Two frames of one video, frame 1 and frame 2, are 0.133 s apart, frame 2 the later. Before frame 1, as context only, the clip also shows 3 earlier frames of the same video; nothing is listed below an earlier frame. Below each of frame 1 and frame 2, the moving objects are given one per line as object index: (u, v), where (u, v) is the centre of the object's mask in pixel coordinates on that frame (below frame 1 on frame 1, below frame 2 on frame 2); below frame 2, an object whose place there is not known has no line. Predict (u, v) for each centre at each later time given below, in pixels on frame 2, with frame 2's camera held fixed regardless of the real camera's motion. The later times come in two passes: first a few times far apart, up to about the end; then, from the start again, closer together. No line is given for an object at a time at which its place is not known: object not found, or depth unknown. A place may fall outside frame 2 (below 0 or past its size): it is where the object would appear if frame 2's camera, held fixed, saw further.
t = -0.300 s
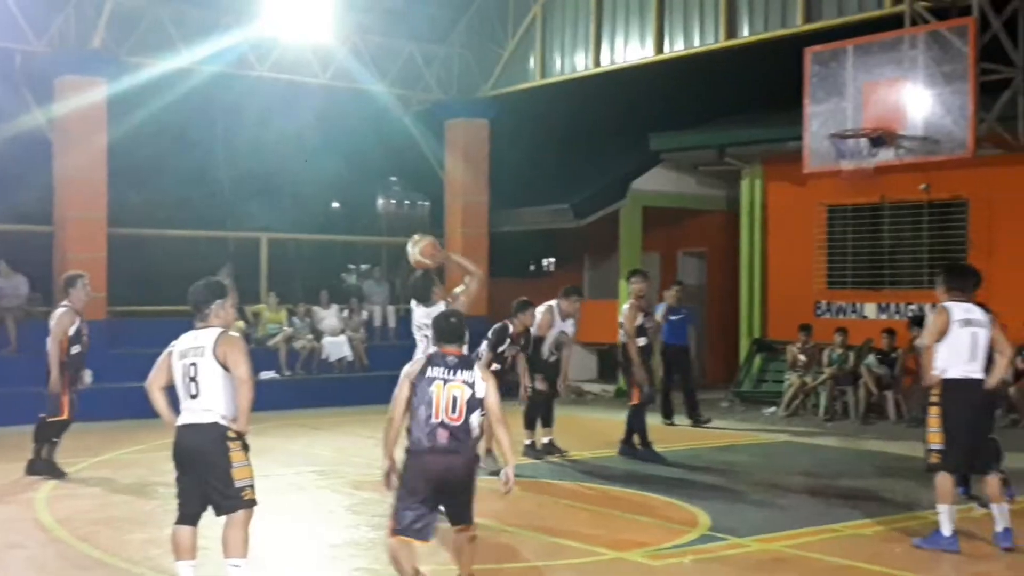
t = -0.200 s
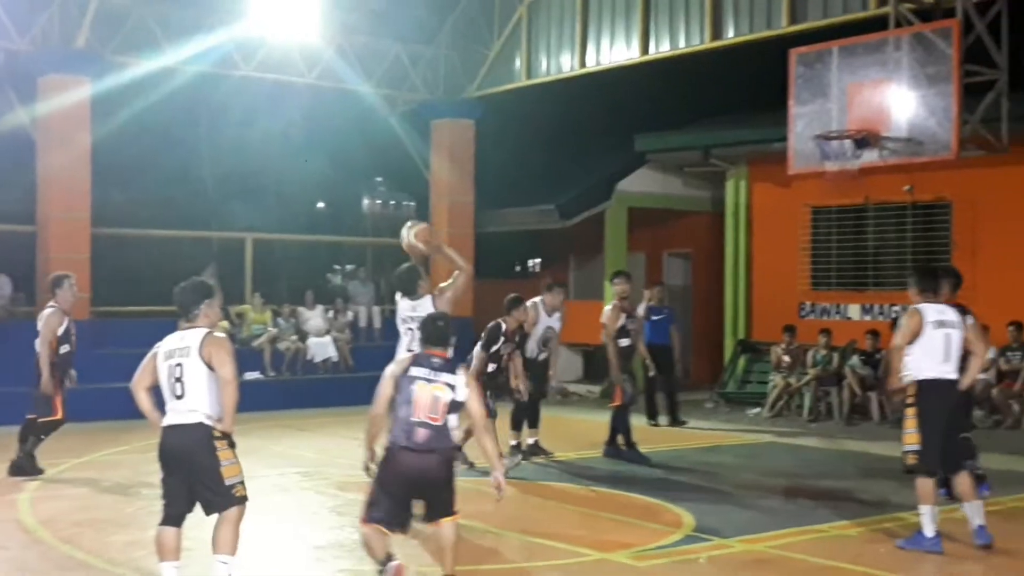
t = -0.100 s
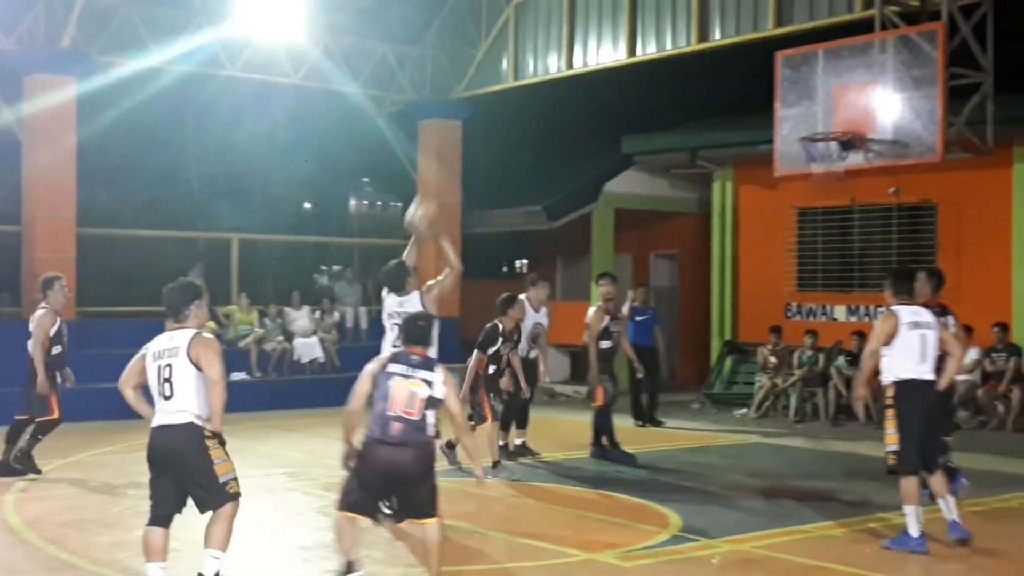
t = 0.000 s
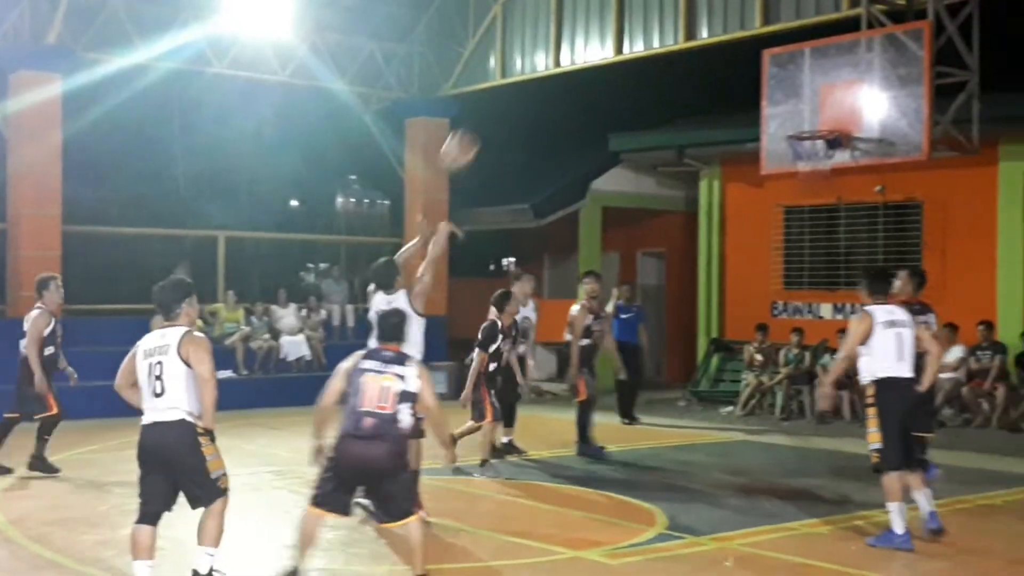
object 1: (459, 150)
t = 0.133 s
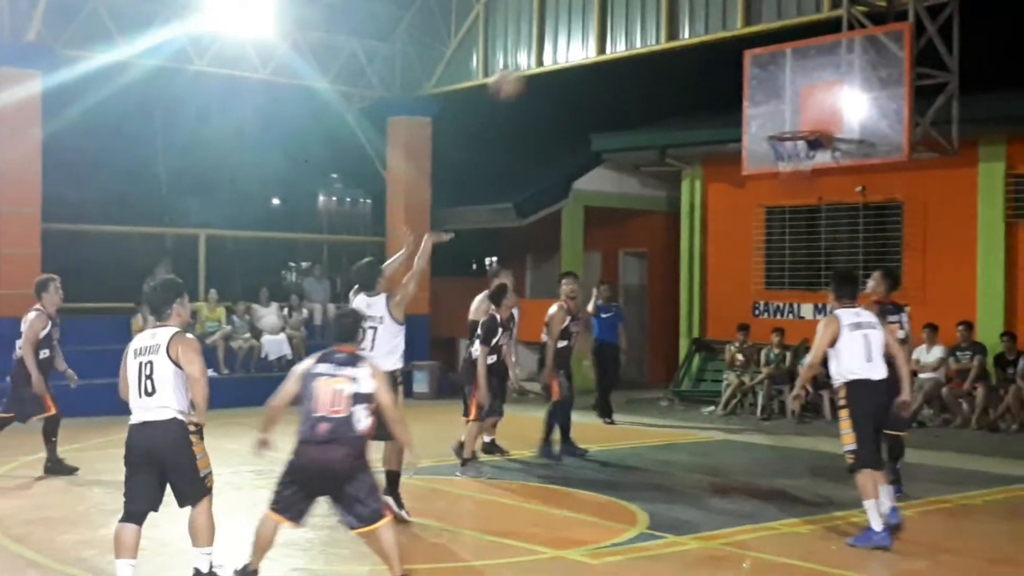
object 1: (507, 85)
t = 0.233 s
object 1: (552, 50)
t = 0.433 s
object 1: (636, 24)
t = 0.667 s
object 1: (718, 54)
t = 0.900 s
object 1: (789, 126)
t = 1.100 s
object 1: (844, 113)
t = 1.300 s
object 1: (871, 124)
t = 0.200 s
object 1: (538, 58)
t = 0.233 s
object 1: (552, 50)
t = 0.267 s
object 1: (569, 40)
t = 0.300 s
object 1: (582, 34)
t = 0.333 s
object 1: (597, 31)
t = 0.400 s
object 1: (623, 24)
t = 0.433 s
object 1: (636, 24)
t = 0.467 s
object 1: (650, 24)
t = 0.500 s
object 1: (660, 26)
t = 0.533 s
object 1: (673, 28)
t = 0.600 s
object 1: (697, 38)
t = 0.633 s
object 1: (708, 46)
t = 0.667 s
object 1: (718, 54)
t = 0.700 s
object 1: (728, 61)
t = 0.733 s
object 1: (737, 70)
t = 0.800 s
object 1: (760, 92)
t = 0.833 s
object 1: (771, 106)
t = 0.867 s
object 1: (781, 121)
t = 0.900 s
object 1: (789, 126)
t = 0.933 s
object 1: (799, 121)
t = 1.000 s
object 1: (817, 116)
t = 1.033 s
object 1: (827, 114)
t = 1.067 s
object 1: (837, 114)
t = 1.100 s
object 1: (844, 113)
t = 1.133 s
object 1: (849, 112)
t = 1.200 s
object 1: (858, 113)
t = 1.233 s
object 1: (862, 116)
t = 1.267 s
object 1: (867, 119)
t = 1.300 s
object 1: (871, 124)
